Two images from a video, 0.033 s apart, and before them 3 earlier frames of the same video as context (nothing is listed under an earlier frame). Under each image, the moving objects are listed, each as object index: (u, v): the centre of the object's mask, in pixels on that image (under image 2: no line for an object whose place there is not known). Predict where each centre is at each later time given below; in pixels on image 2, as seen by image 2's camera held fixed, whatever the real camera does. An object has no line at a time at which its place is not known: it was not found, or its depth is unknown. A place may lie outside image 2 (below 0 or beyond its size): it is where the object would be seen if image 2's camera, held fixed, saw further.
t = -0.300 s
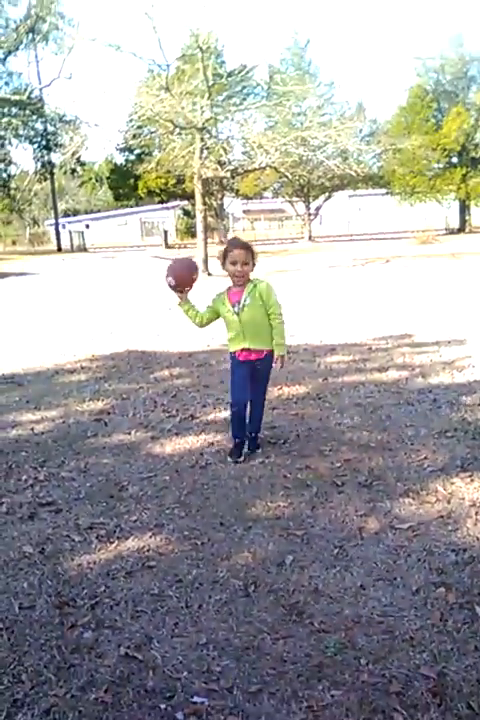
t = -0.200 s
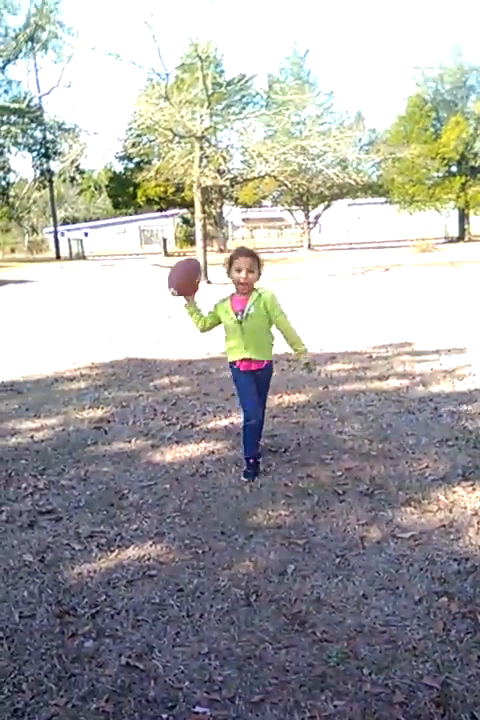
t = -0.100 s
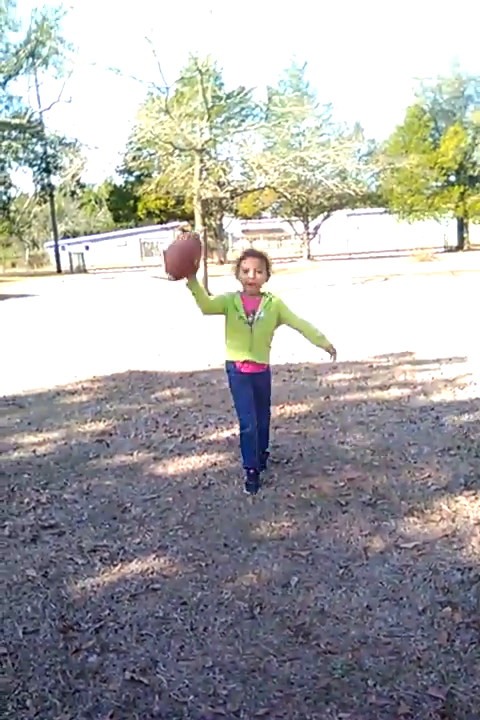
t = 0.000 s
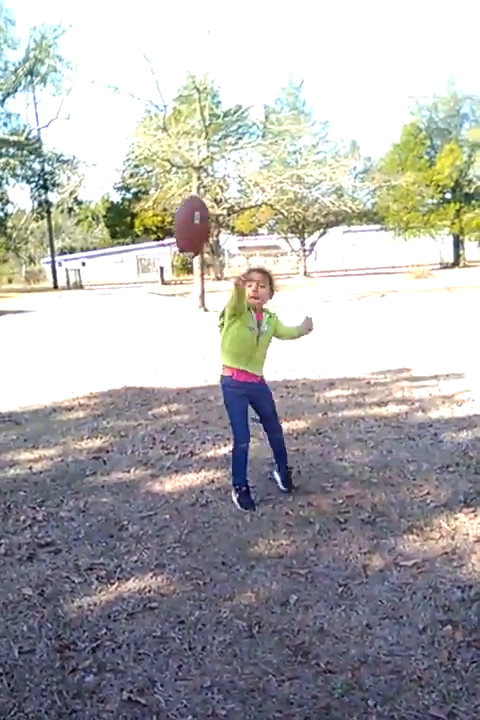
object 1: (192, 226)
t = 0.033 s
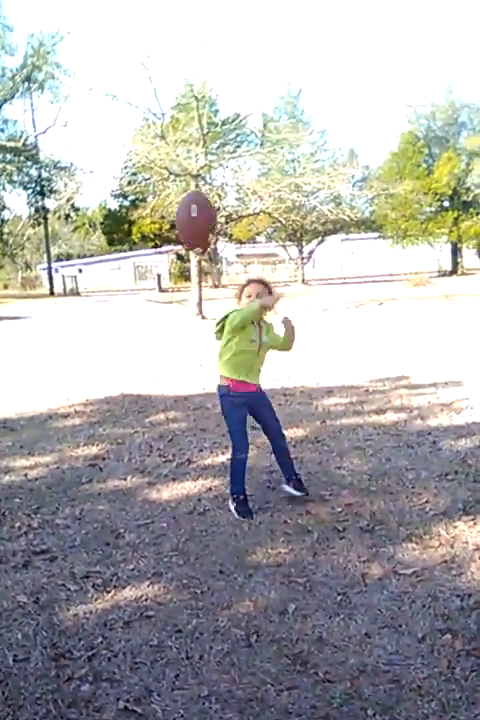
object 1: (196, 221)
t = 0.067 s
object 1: (205, 211)
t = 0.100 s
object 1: (212, 204)
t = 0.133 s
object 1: (220, 199)
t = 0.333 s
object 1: (301, 238)
